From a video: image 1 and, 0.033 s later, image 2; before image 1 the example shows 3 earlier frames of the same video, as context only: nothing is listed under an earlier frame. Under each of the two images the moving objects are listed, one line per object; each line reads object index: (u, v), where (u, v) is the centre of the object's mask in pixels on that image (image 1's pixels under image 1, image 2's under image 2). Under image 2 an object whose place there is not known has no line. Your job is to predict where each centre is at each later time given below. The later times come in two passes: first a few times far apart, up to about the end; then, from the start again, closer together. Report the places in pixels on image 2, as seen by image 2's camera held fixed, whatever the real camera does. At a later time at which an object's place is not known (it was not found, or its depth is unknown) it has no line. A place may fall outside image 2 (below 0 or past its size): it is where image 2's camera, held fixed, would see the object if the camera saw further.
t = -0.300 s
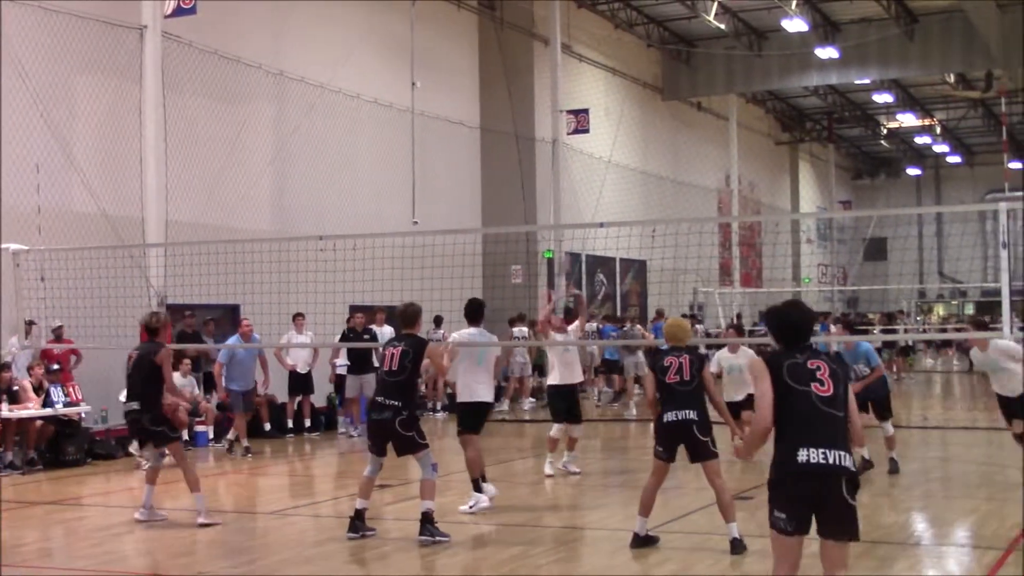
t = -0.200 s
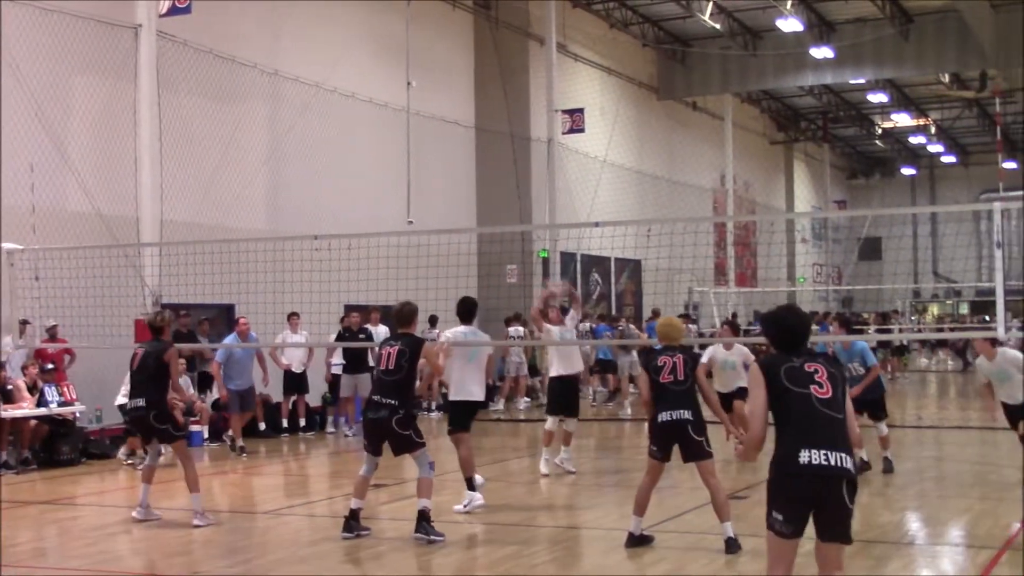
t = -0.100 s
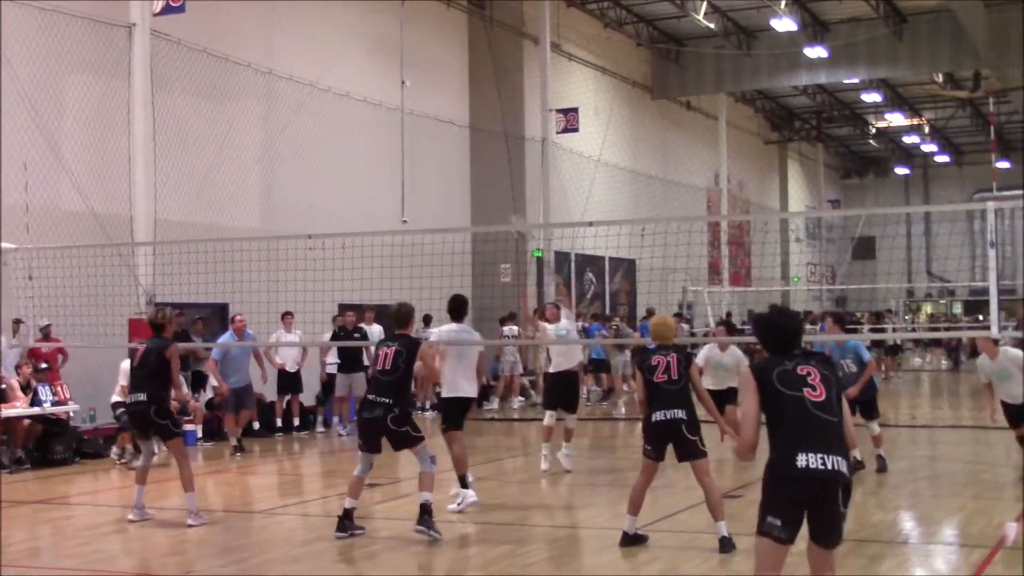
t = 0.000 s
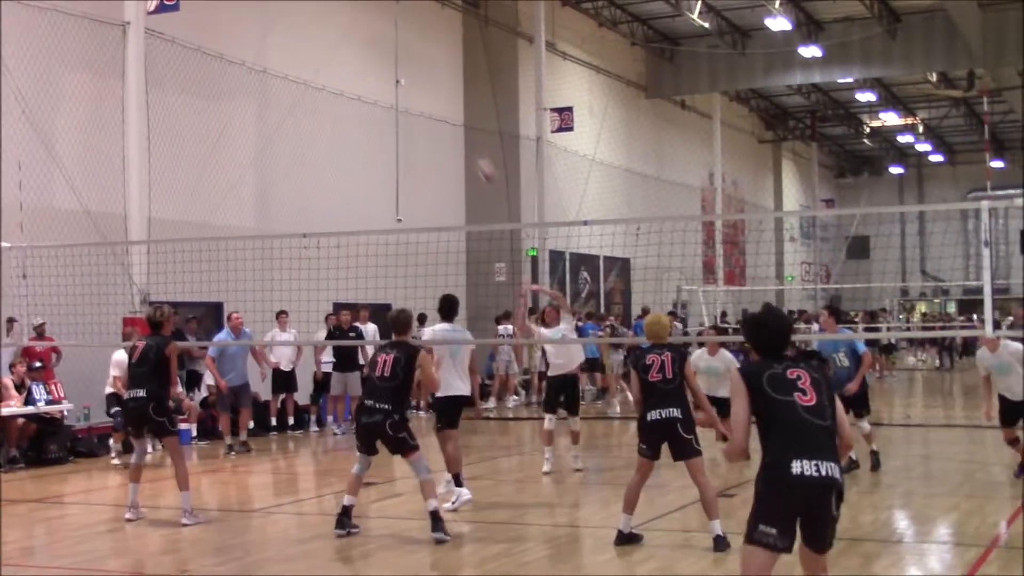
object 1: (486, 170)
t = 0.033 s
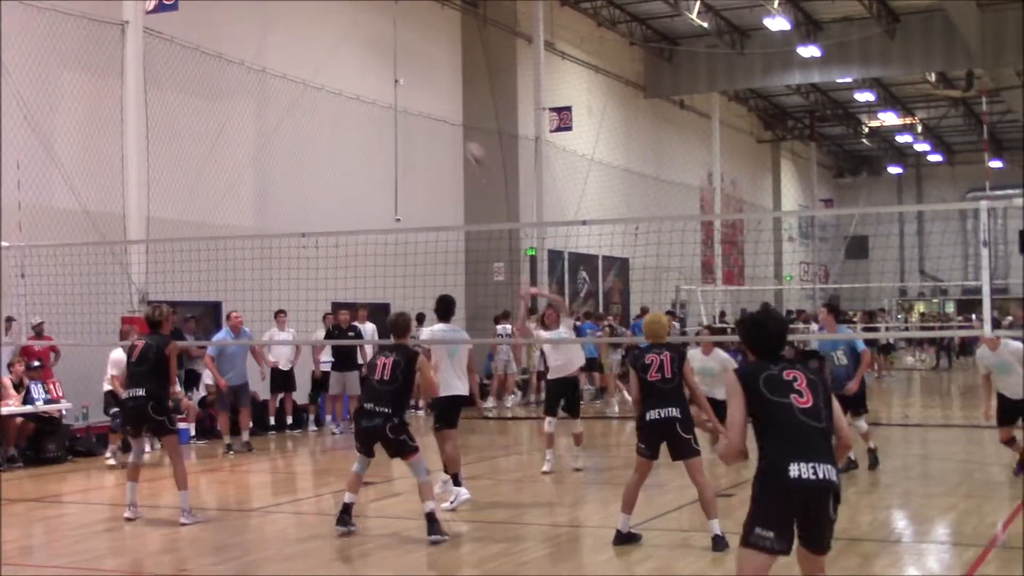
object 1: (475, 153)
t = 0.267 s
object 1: (413, 68)
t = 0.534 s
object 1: (345, 28)
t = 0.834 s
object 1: (266, 57)
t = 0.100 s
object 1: (460, 127)
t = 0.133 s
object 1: (451, 114)
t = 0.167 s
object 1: (437, 98)
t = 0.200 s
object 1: (427, 87)
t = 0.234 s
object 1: (420, 79)
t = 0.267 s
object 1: (413, 68)
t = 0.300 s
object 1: (404, 59)
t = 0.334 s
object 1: (396, 51)
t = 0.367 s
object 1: (388, 46)
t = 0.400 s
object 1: (379, 41)
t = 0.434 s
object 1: (370, 37)
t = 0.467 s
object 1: (362, 33)
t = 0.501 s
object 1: (353, 30)
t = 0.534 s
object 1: (345, 28)
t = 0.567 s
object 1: (336, 28)
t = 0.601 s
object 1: (327, 28)
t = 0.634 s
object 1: (318, 28)
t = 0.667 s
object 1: (309, 30)
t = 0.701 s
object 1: (301, 33)
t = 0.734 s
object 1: (293, 37)
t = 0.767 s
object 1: (284, 43)
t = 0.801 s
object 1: (275, 50)
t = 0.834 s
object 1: (266, 57)
